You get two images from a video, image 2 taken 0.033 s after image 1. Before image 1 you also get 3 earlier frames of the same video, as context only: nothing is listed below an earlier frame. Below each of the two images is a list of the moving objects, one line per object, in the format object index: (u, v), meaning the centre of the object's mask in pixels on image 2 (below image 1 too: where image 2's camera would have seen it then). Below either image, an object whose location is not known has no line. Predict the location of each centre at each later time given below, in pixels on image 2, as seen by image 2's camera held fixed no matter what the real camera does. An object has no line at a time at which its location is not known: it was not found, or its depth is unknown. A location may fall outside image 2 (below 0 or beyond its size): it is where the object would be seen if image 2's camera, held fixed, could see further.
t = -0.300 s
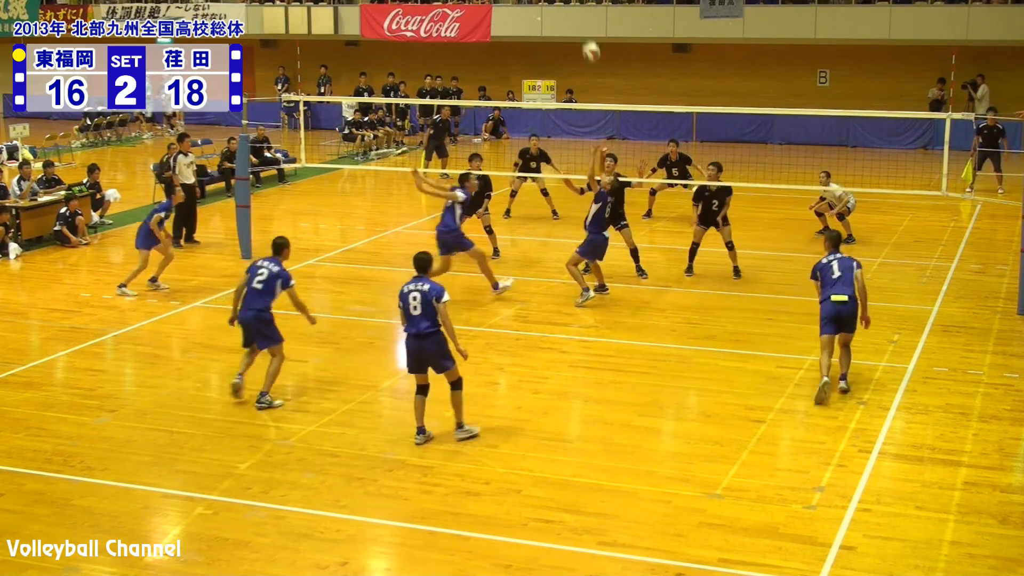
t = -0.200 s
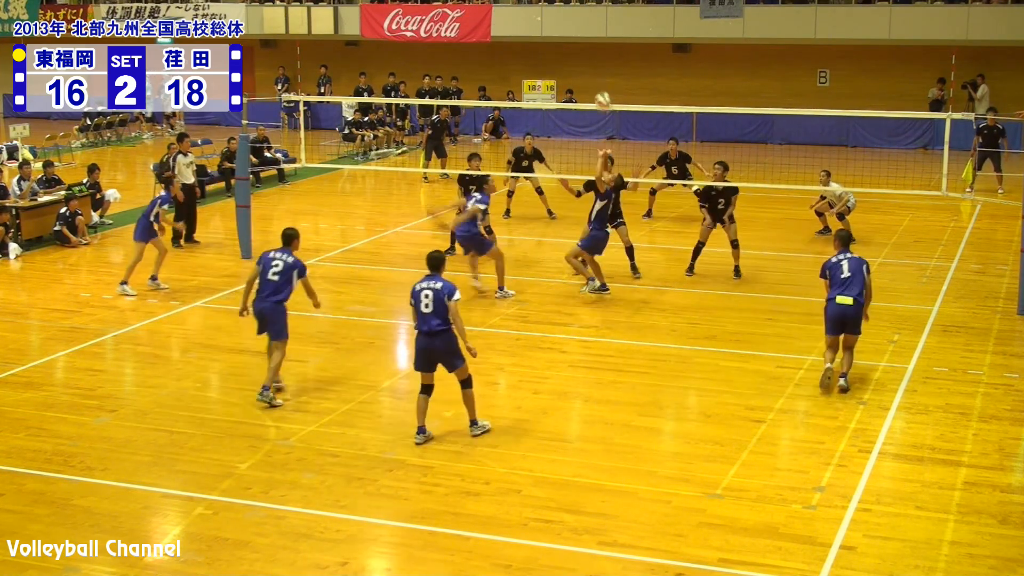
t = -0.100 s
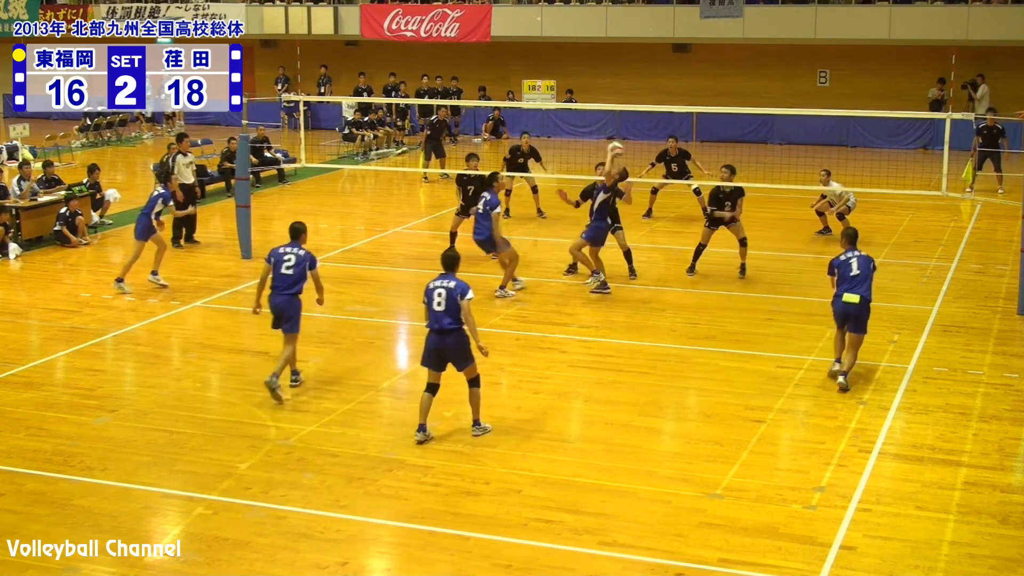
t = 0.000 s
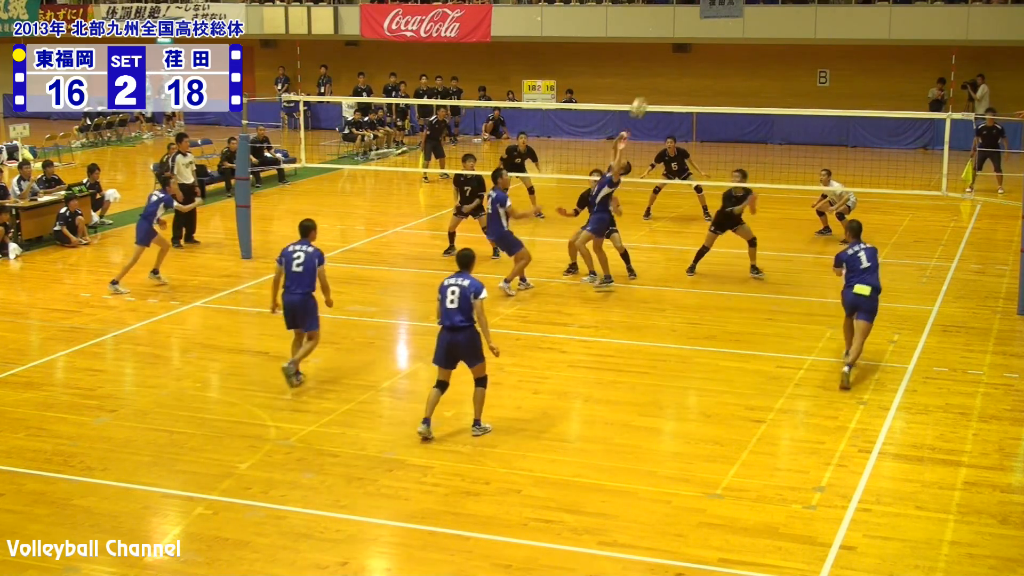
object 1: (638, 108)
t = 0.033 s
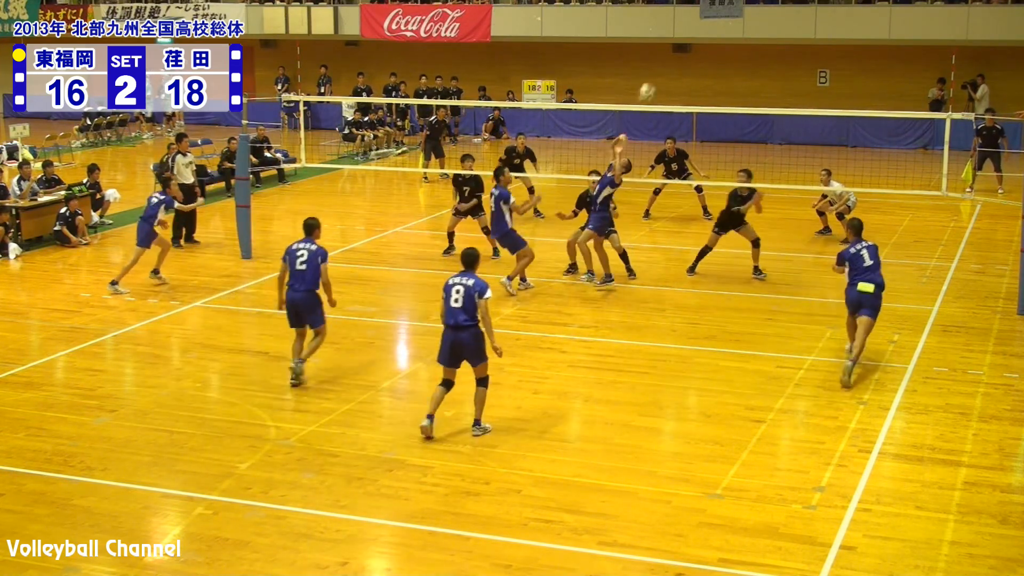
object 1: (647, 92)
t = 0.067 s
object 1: (654, 78)
